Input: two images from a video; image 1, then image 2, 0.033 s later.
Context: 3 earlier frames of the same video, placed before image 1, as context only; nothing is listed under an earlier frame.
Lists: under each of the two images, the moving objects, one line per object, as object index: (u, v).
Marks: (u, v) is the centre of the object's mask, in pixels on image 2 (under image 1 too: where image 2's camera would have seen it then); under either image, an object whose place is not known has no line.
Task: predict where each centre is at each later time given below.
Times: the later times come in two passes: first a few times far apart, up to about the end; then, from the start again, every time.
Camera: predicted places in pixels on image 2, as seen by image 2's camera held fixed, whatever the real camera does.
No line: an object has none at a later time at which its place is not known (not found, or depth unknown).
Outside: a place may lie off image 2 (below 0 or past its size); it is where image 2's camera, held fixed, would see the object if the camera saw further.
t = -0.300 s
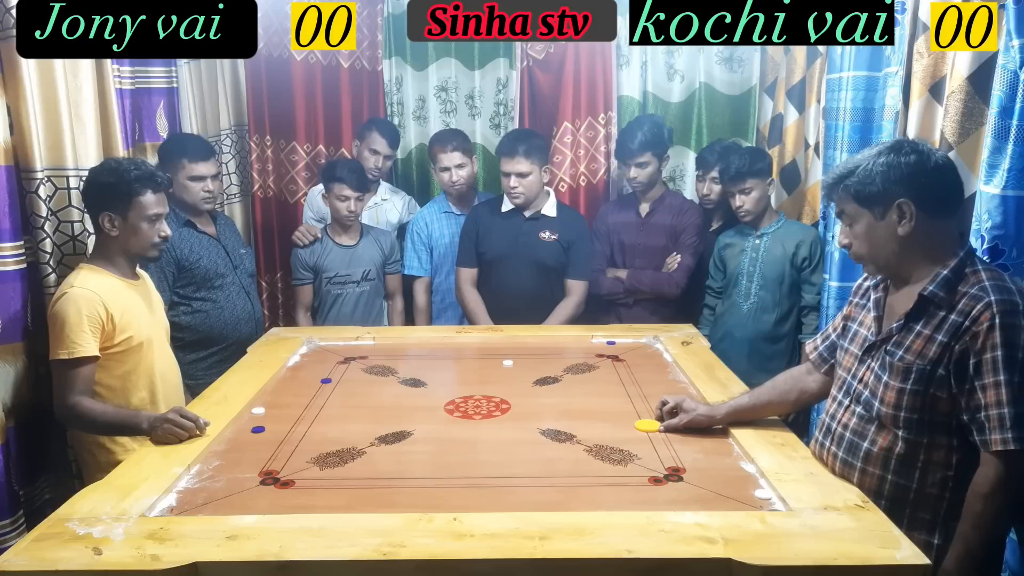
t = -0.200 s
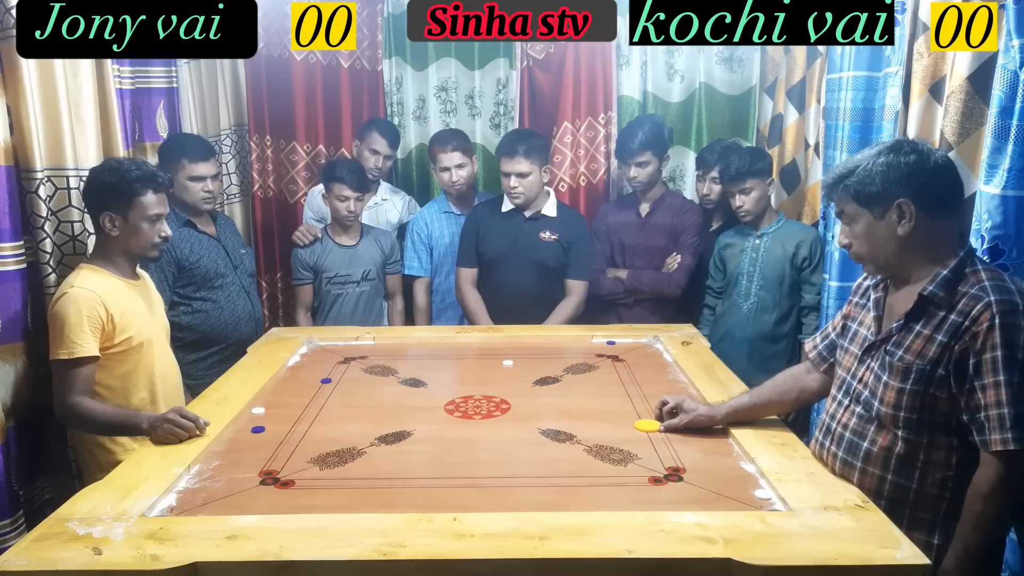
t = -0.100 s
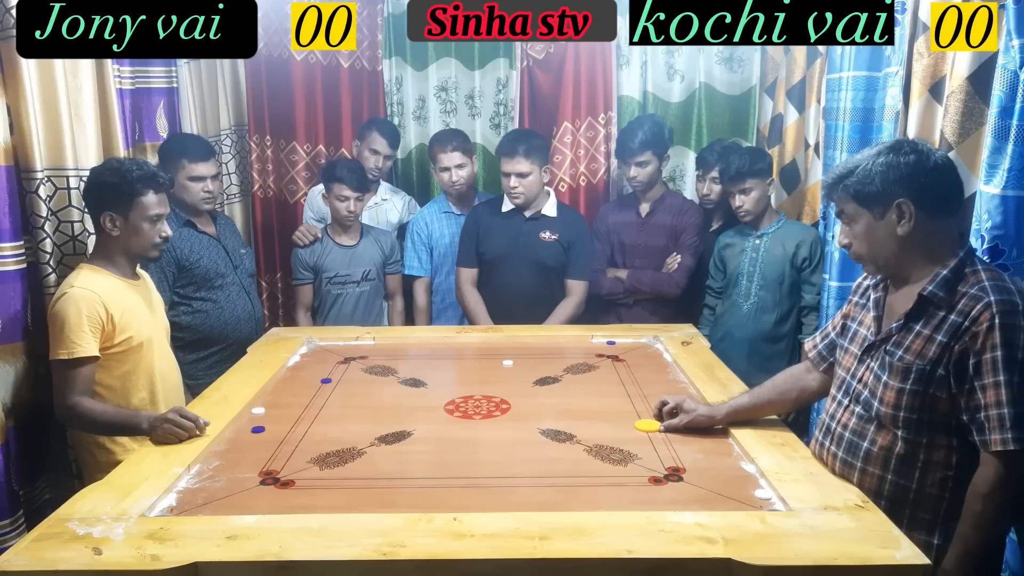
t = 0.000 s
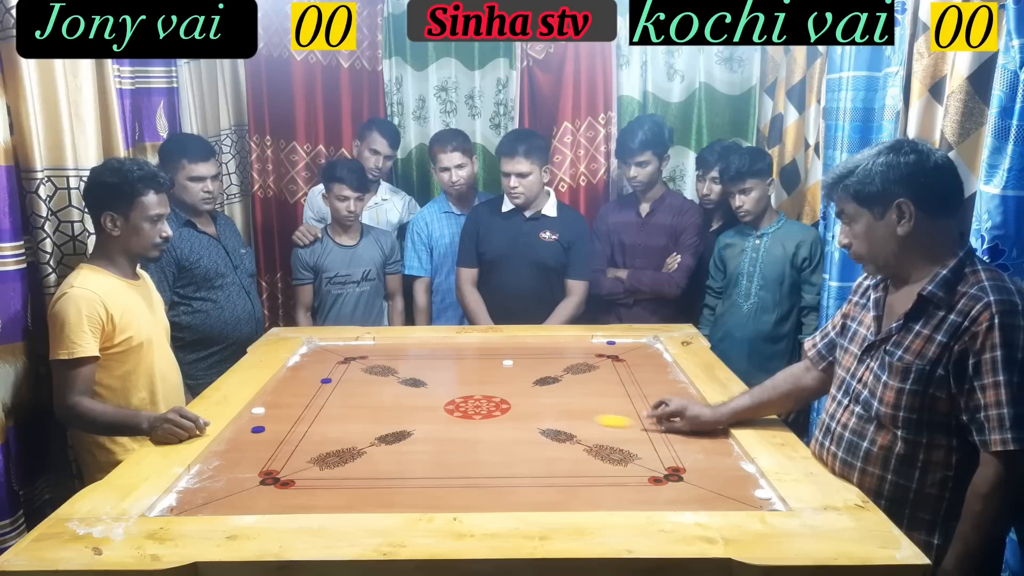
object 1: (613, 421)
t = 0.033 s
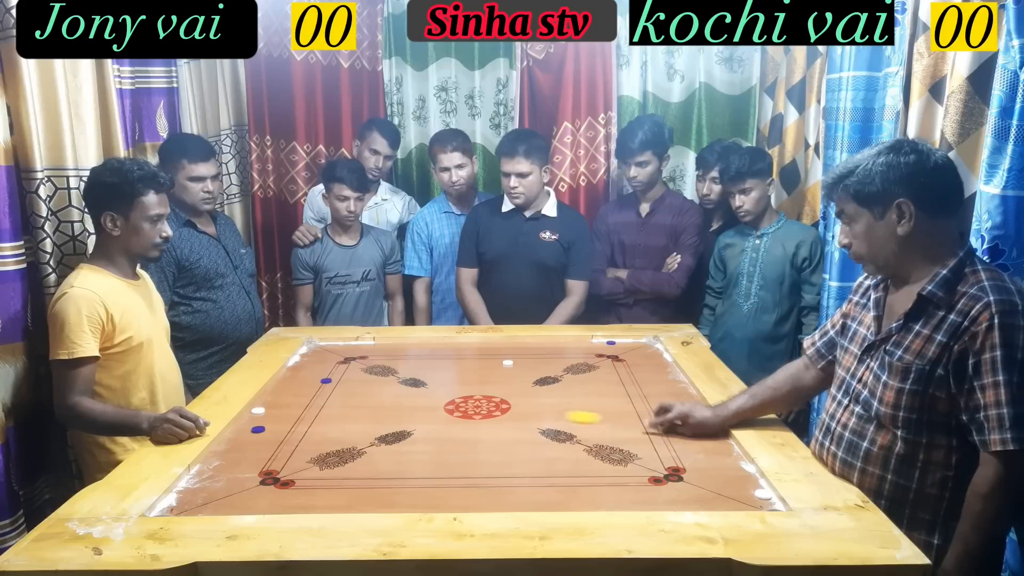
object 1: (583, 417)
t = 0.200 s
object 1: (448, 401)
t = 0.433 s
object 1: (296, 384)
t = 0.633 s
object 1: (349, 379)
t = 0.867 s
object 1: (421, 375)
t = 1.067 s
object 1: (467, 372)
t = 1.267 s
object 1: (500, 371)
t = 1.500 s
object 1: (523, 370)
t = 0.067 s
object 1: (553, 414)
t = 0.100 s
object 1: (526, 410)
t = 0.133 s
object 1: (498, 407)
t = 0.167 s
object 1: (472, 404)
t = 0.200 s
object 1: (448, 401)
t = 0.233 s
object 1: (422, 398)
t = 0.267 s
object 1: (399, 395)
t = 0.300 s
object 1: (377, 392)
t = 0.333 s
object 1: (356, 389)
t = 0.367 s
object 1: (335, 387)
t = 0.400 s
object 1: (315, 385)
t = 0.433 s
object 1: (296, 384)
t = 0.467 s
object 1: (285, 383)
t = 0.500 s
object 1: (299, 382)
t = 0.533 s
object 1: (312, 382)
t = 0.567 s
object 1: (325, 381)
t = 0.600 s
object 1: (338, 380)
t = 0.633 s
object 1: (349, 379)
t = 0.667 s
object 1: (361, 378)
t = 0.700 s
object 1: (372, 378)
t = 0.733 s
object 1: (383, 377)
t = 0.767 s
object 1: (394, 377)
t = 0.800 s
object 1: (403, 376)
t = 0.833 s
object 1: (412, 376)
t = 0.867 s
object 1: (421, 375)
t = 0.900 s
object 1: (430, 374)
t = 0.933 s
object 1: (438, 374)
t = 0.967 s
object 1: (446, 373)
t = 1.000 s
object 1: (453, 373)
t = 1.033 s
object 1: (460, 373)
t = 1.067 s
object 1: (467, 372)
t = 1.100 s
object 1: (473, 372)
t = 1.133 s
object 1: (479, 372)
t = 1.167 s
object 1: (485, 371)
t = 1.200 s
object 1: (490, 371)
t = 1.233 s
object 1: (495, 371)
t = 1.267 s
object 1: (500, 371)
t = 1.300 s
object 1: (504, 371)
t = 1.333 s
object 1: (508, 370)
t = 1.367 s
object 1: (512, 370)
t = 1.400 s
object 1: (515, 370)
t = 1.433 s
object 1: (518, 370)
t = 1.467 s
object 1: (521, 370)
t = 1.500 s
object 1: (523, 370)
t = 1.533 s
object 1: (525, 370)
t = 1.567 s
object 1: (527, 369)
